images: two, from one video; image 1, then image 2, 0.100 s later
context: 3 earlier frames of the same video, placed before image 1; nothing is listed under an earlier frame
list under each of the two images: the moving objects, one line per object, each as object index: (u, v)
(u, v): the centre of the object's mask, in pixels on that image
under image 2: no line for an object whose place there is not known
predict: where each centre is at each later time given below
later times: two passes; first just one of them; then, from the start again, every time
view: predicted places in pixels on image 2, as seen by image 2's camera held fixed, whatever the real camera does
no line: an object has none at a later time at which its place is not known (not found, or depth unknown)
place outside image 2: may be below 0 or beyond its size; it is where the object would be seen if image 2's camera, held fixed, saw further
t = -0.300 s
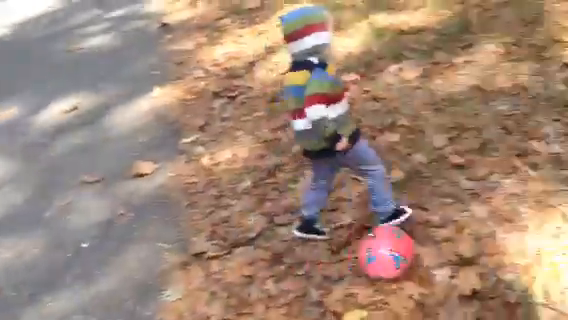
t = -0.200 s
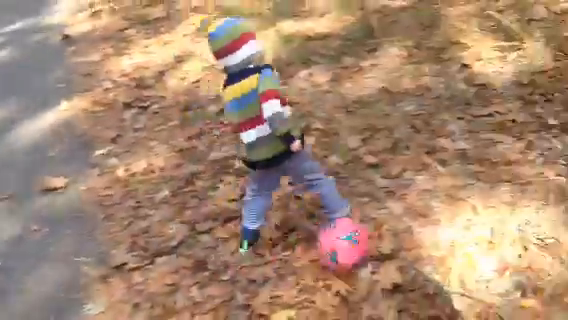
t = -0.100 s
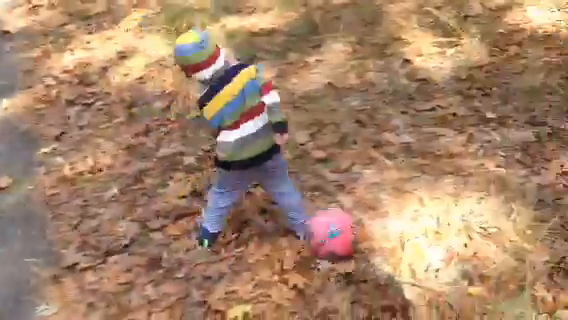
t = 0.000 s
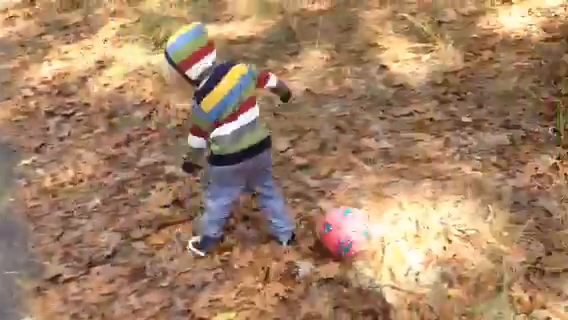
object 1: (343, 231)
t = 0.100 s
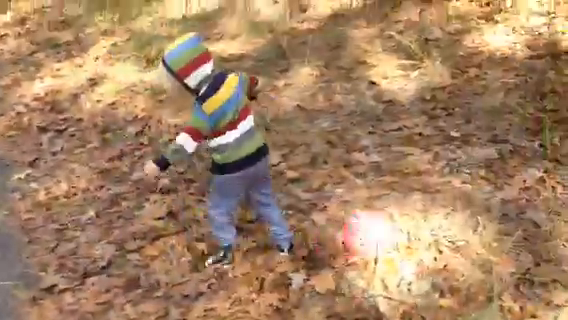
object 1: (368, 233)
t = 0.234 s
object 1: (401, 229)
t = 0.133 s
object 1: (376, 233)
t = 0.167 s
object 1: (386, 233)
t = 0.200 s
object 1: (393, 231)
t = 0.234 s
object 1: (401, 229)
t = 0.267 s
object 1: (409, 228)
